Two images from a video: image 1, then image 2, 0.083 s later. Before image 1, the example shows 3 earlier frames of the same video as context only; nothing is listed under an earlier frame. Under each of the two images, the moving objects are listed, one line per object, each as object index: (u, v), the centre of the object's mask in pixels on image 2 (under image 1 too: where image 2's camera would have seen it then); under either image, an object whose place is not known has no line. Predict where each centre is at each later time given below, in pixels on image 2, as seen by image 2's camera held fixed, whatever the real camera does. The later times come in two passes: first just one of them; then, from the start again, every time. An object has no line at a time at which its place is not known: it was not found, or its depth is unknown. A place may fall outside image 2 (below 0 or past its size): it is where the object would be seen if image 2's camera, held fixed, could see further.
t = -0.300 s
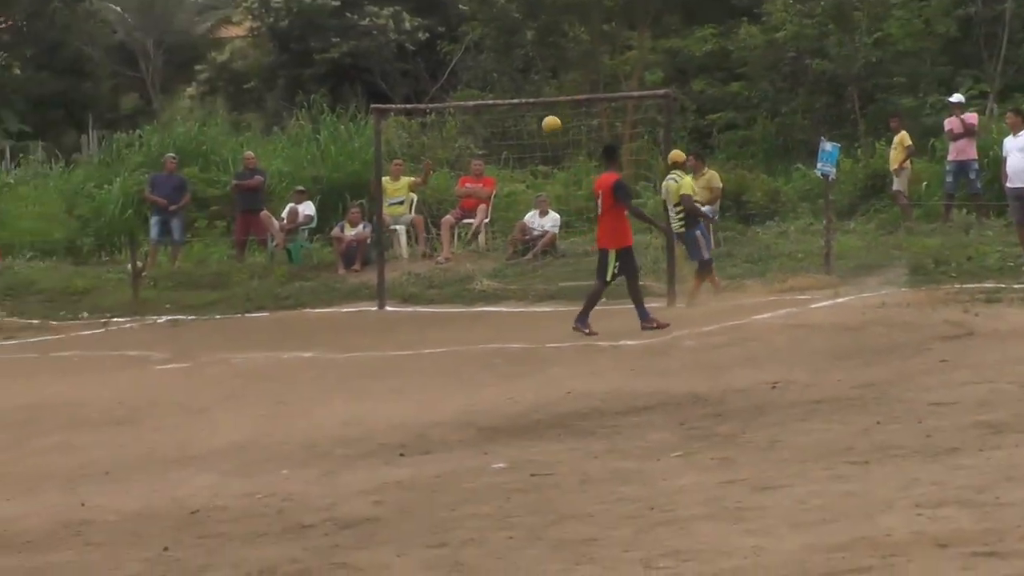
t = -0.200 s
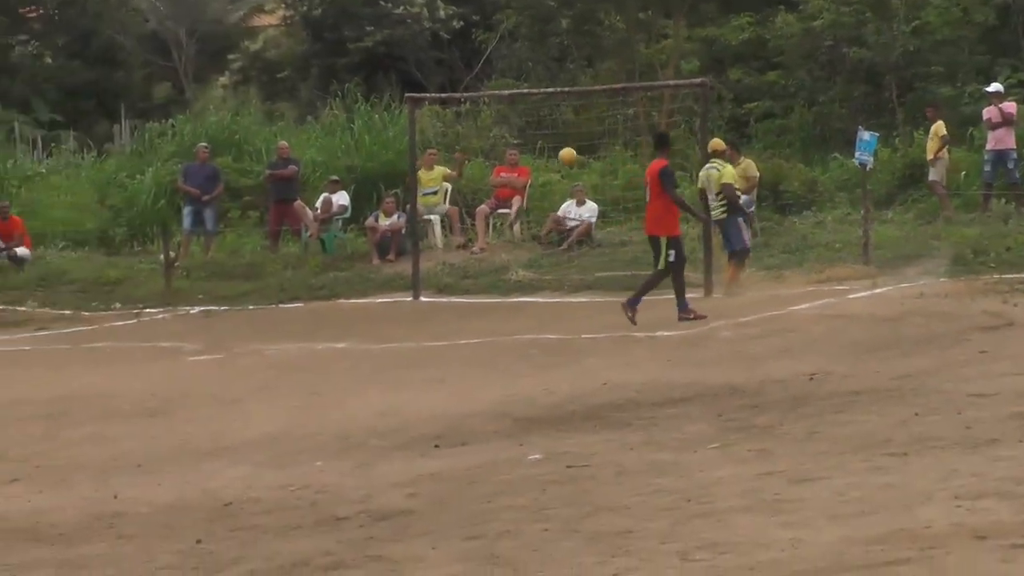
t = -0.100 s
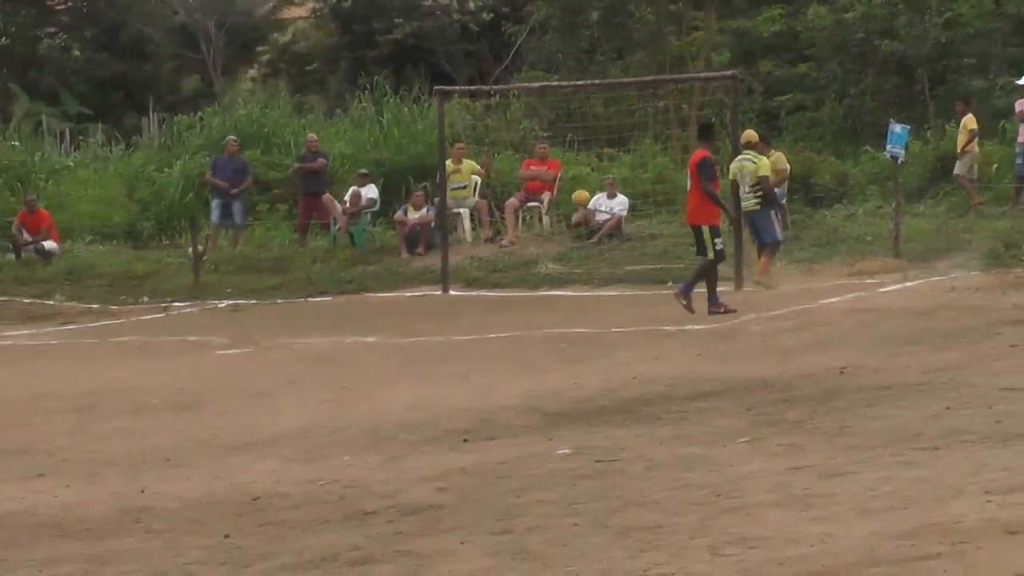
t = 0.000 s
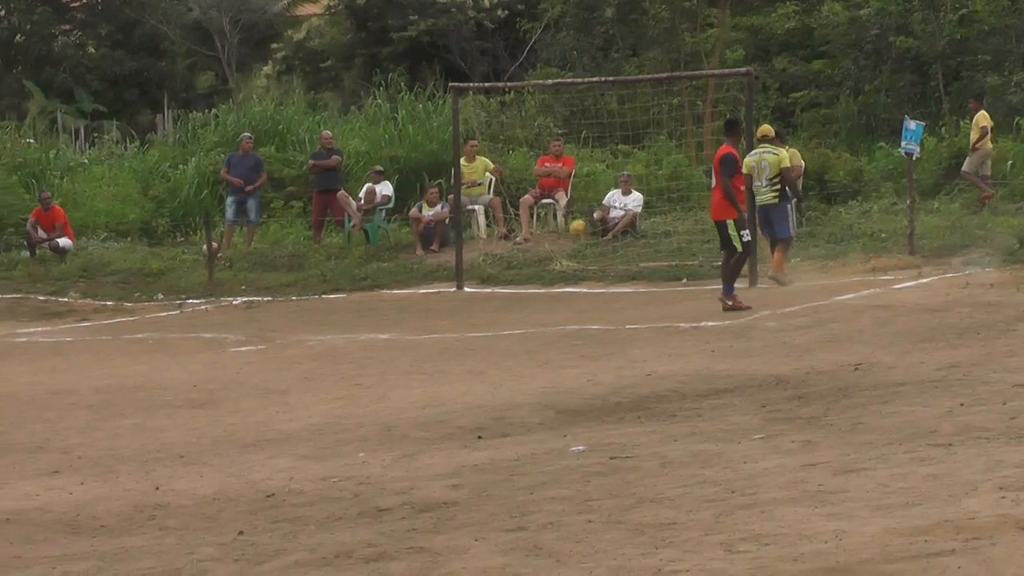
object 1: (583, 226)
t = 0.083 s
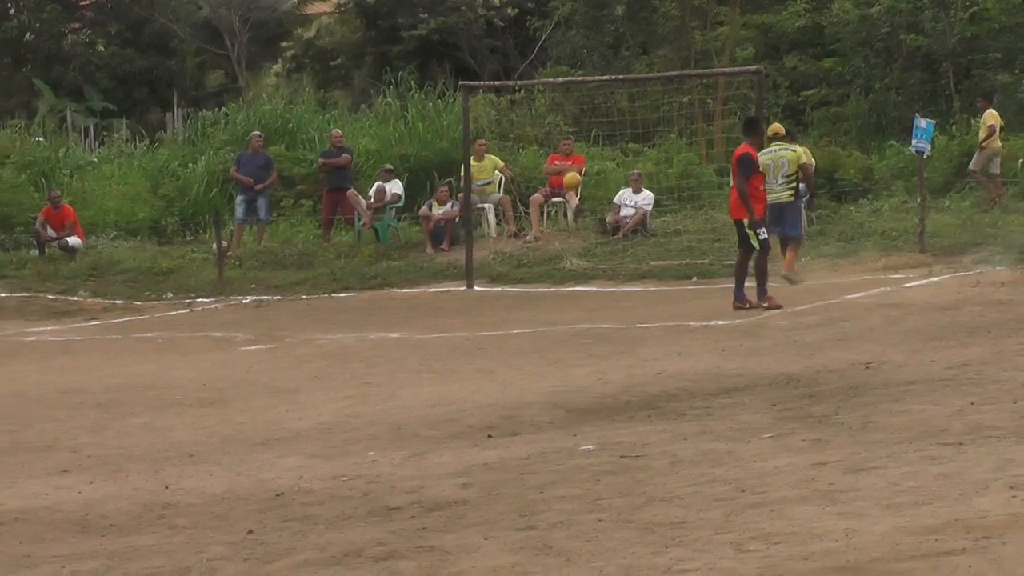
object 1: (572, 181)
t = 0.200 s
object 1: (554, 126)
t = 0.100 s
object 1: (569, 171)
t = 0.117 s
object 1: (567, 163)
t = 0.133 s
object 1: (565, 155)
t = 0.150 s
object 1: (562, 146)
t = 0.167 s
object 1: (559, 140)
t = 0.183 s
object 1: (556, 132)
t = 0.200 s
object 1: (554, 126)
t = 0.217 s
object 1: (551, 118)
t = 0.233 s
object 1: (549, 113)
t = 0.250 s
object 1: (546, 105)
